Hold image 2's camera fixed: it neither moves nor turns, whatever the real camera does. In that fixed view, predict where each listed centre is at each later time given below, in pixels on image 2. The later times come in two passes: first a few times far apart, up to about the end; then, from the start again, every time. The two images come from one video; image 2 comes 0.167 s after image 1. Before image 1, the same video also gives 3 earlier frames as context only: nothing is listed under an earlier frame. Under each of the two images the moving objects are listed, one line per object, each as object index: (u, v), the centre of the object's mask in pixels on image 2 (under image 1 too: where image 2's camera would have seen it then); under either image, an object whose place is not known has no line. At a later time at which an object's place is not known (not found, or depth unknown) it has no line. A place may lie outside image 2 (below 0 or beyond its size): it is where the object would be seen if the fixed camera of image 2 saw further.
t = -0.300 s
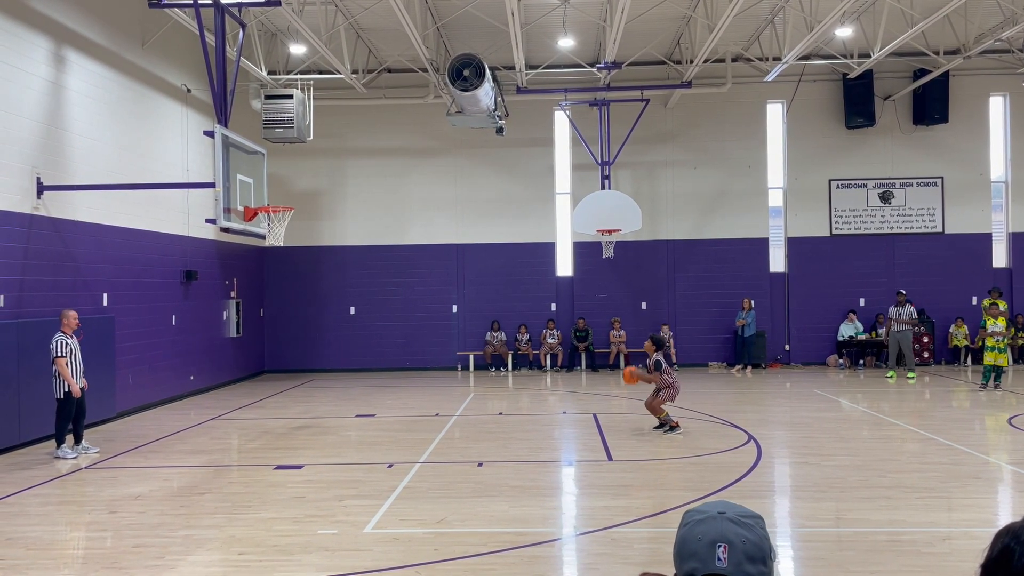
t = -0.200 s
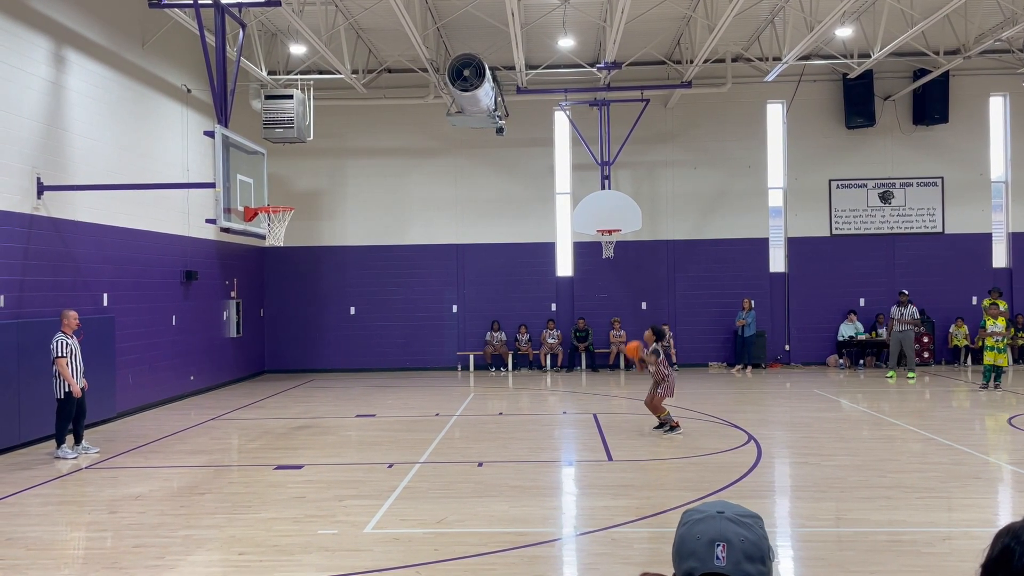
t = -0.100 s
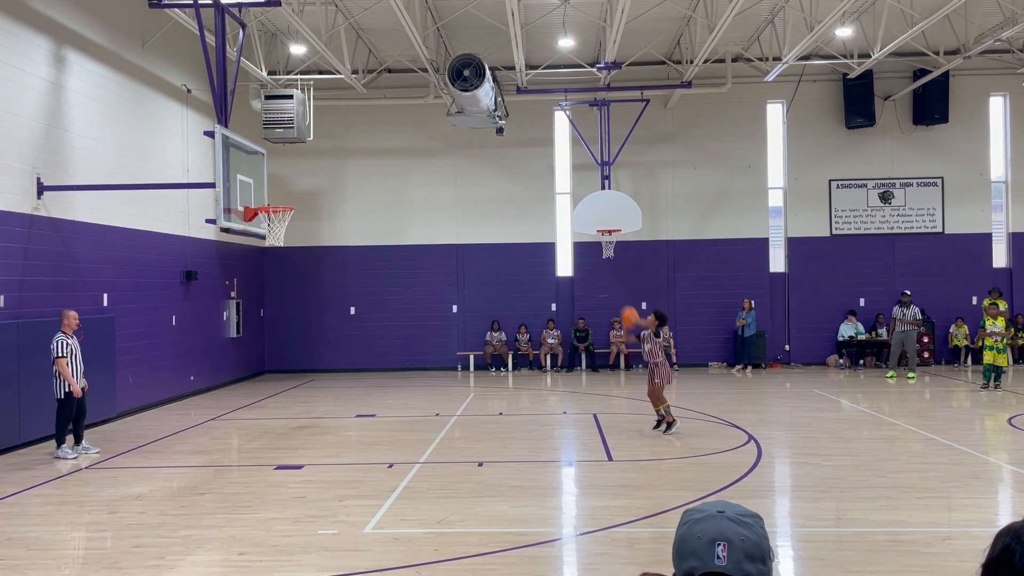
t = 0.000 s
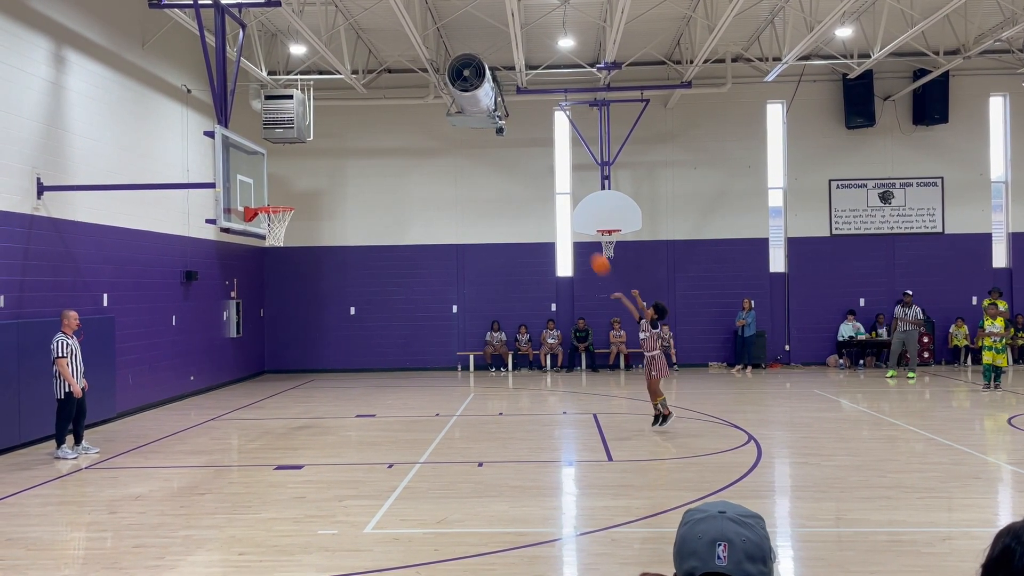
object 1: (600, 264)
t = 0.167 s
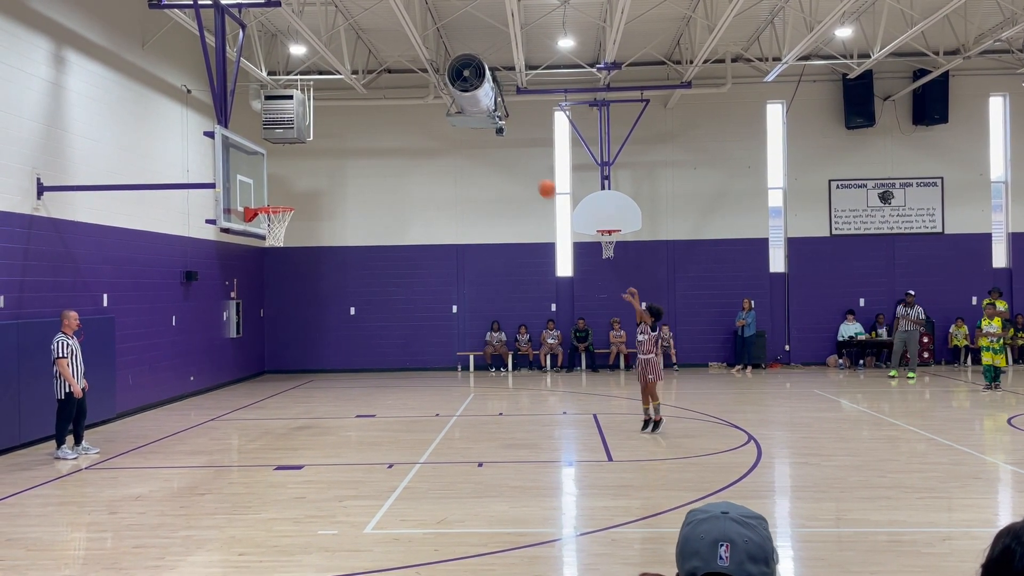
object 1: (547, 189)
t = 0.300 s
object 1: (506, 145)
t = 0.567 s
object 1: (427, 97)
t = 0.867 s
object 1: (342, 106)
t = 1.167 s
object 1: (262, 182)
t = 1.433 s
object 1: (296, 219)
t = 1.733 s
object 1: (278, 237)
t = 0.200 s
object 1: (537, 177)
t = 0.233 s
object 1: (527, 165)
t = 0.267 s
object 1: (517, 155)
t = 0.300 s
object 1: (506, 145)
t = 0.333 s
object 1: (496, 136)
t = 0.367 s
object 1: (486, 128)
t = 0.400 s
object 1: (476, 121)
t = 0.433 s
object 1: (466, 114)
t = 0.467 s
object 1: (457, 108)
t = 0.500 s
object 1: (447, 104)
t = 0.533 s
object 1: (436, 100)
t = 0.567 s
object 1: (427, 97)
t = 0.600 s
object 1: (418, 94)
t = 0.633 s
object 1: (408, 93)
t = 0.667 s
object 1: (399, 93)
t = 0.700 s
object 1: (389, 93)
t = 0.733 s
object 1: (379, 94)
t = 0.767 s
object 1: (370, 95)
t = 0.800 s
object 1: (360, 99)
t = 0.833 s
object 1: (351, 102)
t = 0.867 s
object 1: (342, 106)
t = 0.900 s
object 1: (333, 112)
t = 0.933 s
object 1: (324, 118)
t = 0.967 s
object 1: (315, 125)
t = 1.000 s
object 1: (307, 133)
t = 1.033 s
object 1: (297, 141)
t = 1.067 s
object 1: (288, 150)
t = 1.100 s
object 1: (279, 160)
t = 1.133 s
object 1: (271, 170)
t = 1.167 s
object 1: (262, 182)
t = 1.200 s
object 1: (256, 193)
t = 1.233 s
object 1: (263, 200)
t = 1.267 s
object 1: (272, 202)
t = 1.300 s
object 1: (279, 214)
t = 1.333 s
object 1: (287, 220)
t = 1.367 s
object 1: (292, 222)
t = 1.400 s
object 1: (295, 220)
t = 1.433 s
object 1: (296, 219)
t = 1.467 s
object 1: (296, 219)
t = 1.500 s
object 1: (296, 220)
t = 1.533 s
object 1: (294, 222)
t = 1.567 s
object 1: (293, 224)
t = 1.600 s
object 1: (291, 226)
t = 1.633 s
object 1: (288, 229)
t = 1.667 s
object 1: (285, 231)
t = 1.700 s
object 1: (282, 233)
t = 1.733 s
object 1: (278, 237)
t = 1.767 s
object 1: (273, 247)
